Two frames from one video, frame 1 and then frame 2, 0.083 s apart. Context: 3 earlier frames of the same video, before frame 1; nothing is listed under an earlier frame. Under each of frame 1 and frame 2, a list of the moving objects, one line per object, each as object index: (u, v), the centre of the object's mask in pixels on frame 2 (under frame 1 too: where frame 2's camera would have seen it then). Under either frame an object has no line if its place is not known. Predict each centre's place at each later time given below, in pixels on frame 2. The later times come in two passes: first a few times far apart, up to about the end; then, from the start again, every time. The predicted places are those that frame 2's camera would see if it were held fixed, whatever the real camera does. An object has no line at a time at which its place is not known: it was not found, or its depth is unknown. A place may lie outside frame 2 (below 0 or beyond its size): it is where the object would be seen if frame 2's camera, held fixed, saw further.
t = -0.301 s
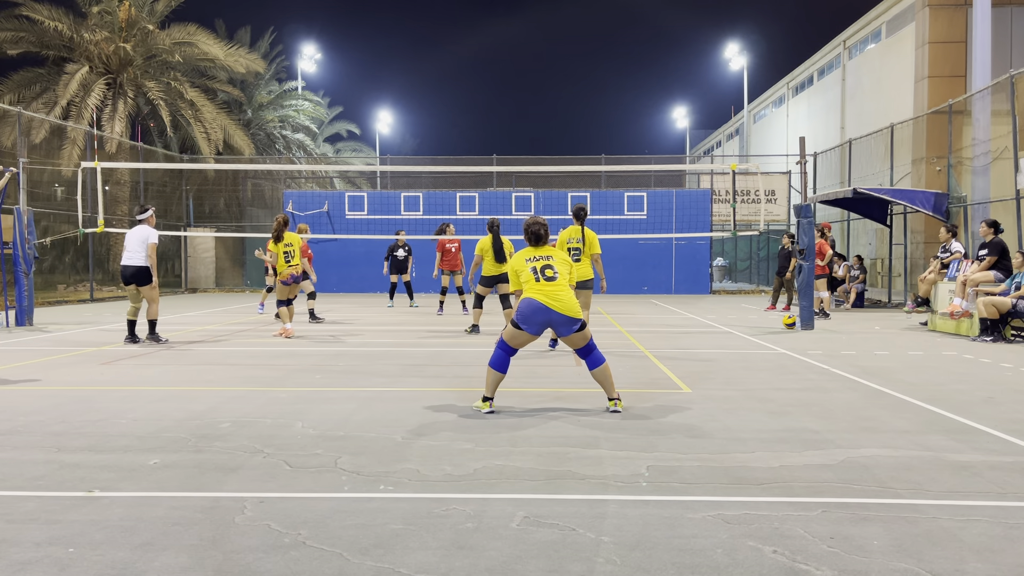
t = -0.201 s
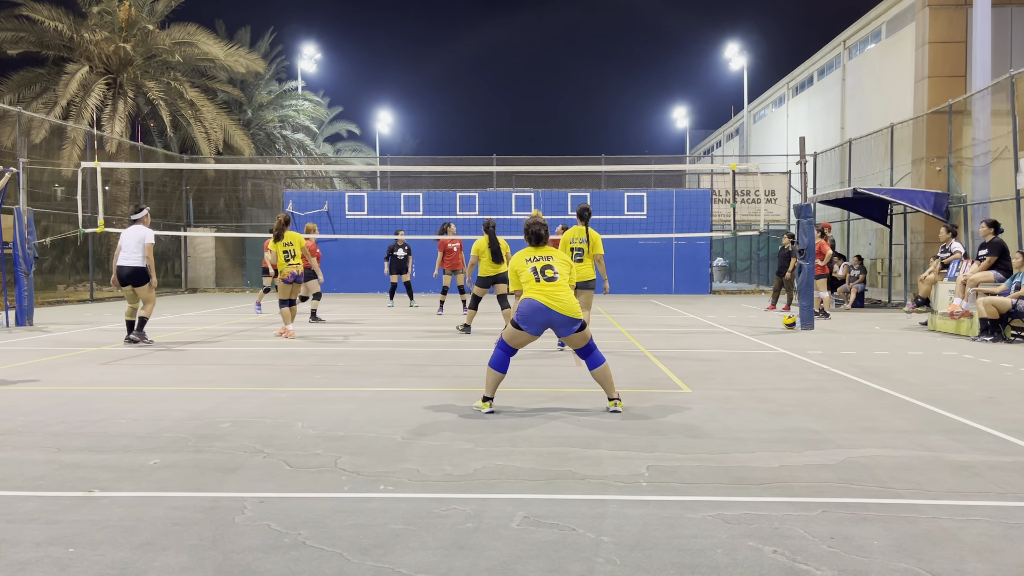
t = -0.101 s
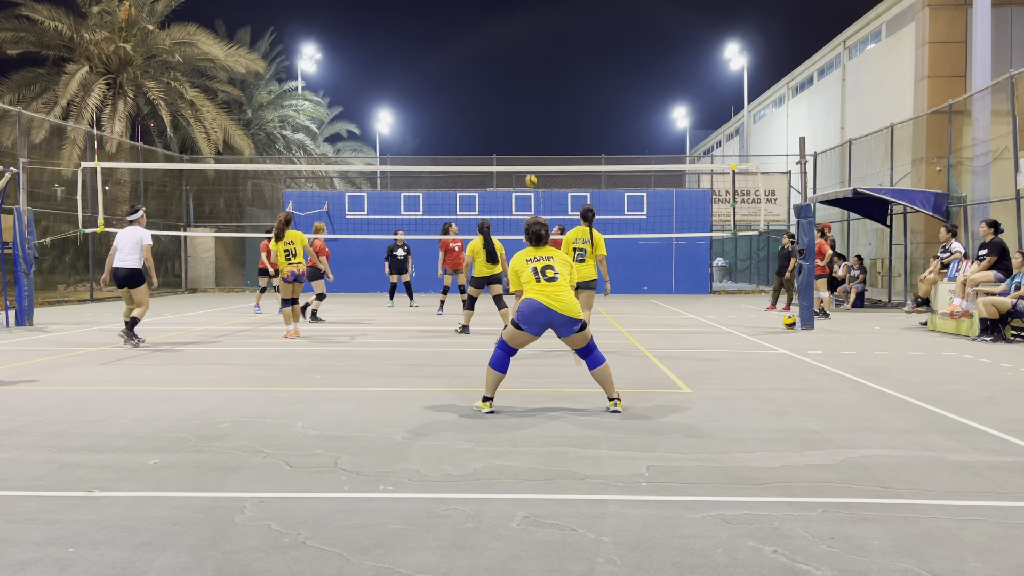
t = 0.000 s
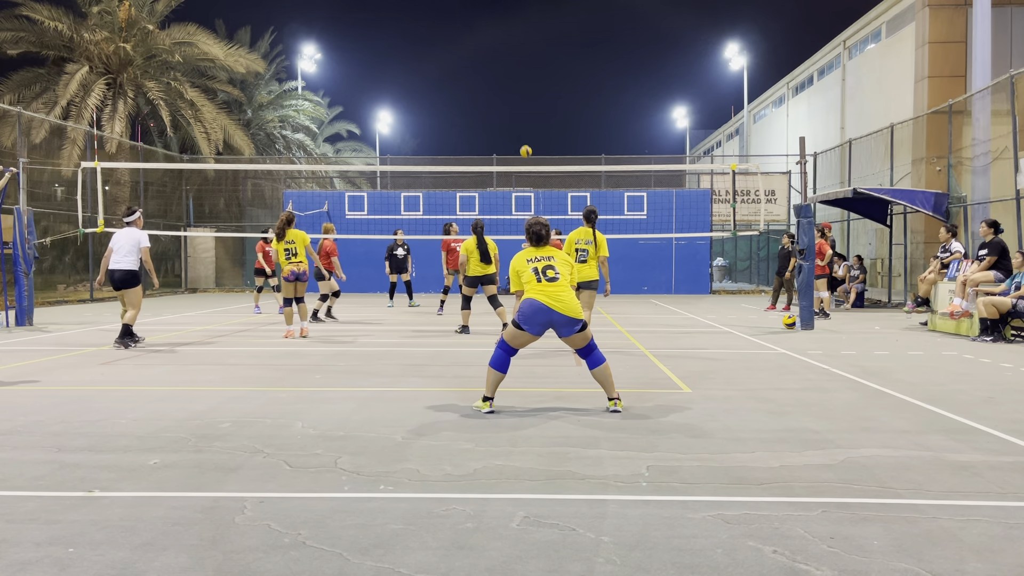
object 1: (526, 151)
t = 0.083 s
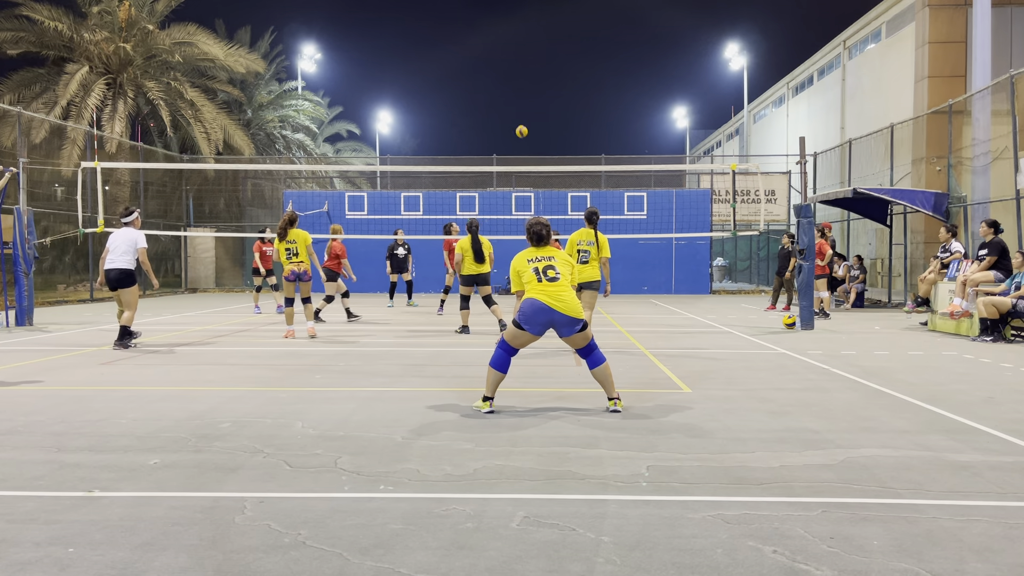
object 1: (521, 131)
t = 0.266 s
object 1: (513, 101)
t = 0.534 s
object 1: (500, 89)
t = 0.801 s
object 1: (489, 114)
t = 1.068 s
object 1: (478, 175)
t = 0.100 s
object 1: (521, 128)
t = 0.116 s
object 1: (520, 125)
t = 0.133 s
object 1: (519, 121)
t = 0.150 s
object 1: (518, 118)
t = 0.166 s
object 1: (517, 115)
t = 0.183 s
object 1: (517, 113)
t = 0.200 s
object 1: (516, 110)
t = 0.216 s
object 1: (515, 108)
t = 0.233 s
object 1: (514, 105)
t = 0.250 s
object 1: (513, 103)
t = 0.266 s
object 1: (513, 101)
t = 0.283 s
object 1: (512, 99)
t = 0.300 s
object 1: (511, 97)
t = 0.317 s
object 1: (510, 96)
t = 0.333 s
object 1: (509, 94)
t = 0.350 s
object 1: (509, 93)
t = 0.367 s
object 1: (508, 92)
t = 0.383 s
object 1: (507, 91)
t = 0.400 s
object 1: (506, 90)
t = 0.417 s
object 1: (506, 90)
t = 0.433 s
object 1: (505, 89)
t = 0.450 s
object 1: (504, 89)
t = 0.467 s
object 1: (503, 88)
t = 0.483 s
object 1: (503, 88)
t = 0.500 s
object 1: (502, 88)
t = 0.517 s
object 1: (501, 88)
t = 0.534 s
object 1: (500, 89)
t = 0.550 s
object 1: (499, 89)
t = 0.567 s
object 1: (499, 90)
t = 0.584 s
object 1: (498, 91)
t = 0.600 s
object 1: (497, 92)
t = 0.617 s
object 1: (497, 93)
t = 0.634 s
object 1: (496, 94)
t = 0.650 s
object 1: (495, 95)
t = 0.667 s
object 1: (495, 97)
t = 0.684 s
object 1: (494, 99)
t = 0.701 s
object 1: (493, 100)
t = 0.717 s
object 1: (492, 102)
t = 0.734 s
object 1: (492, 104)
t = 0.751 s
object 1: (491, 106)
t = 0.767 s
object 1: (490, 109)
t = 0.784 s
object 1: (490, 111)
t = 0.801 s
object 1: (489, 114)
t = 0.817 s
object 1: (488, 117)
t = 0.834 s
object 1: (487, 120)
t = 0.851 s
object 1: (487, 123)
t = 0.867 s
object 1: (486, 126)
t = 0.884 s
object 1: (485, 129)
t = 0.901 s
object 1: (485, 132)
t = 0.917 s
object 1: (484, 136)
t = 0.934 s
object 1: (483, 140)
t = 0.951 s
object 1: (483, 144)
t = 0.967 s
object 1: (482, 147)
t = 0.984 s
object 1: (481, 151)
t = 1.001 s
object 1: (481, 156)
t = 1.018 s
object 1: (480, 160)
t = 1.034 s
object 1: (479, 163)
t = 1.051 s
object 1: (480, 173)
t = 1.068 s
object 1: (478, 175)
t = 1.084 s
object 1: (477, 179)
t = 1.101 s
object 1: (477, 184)
